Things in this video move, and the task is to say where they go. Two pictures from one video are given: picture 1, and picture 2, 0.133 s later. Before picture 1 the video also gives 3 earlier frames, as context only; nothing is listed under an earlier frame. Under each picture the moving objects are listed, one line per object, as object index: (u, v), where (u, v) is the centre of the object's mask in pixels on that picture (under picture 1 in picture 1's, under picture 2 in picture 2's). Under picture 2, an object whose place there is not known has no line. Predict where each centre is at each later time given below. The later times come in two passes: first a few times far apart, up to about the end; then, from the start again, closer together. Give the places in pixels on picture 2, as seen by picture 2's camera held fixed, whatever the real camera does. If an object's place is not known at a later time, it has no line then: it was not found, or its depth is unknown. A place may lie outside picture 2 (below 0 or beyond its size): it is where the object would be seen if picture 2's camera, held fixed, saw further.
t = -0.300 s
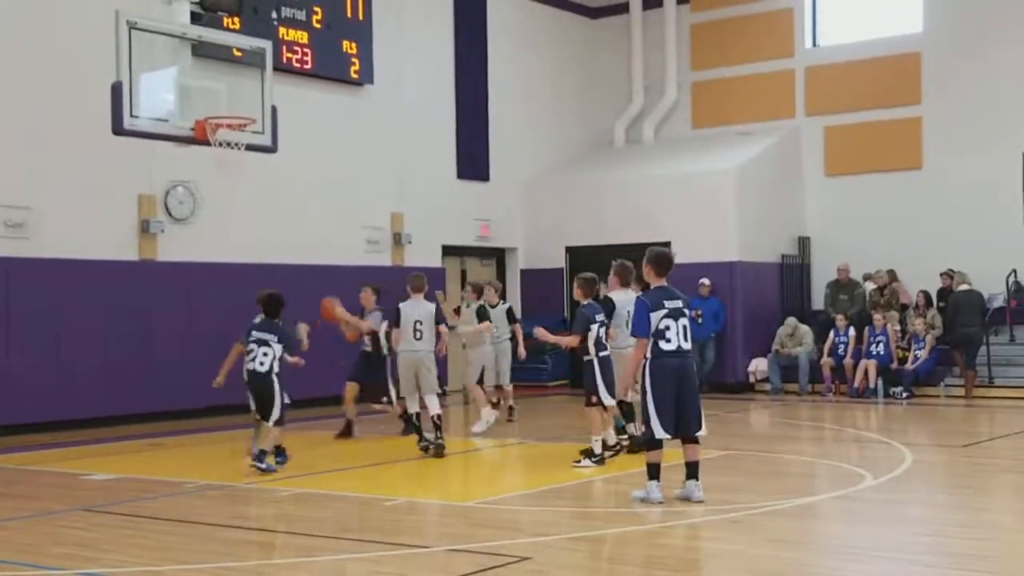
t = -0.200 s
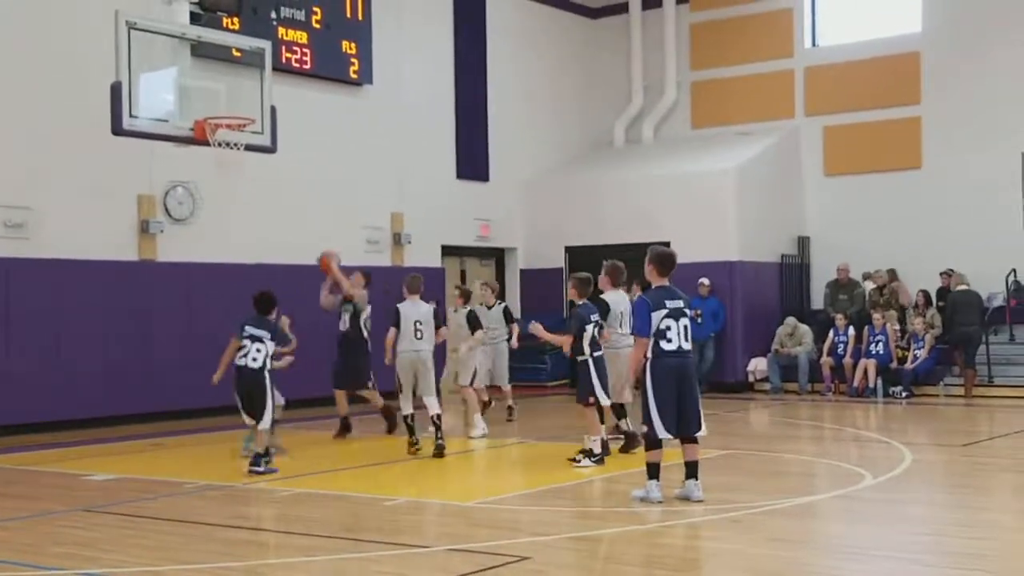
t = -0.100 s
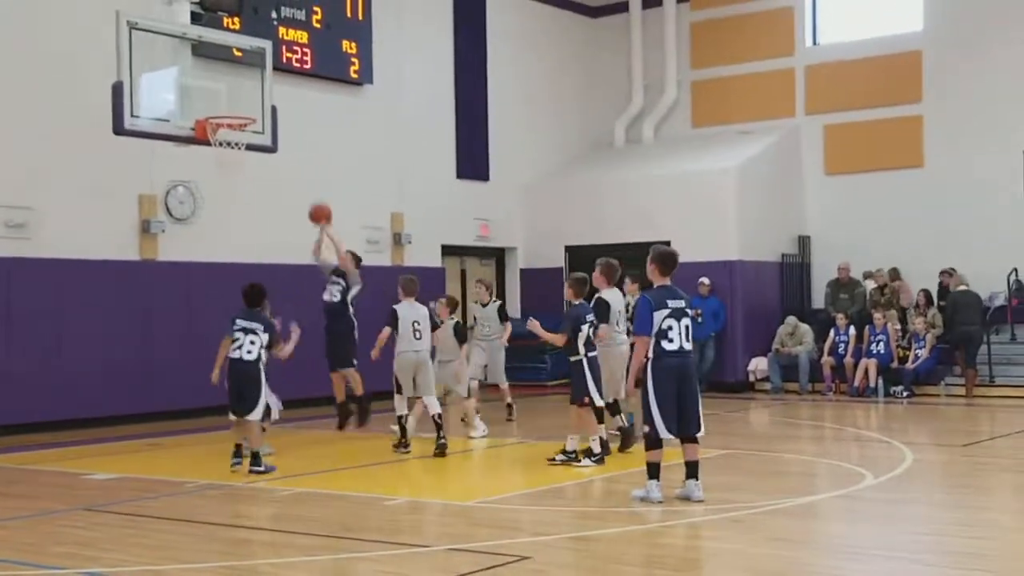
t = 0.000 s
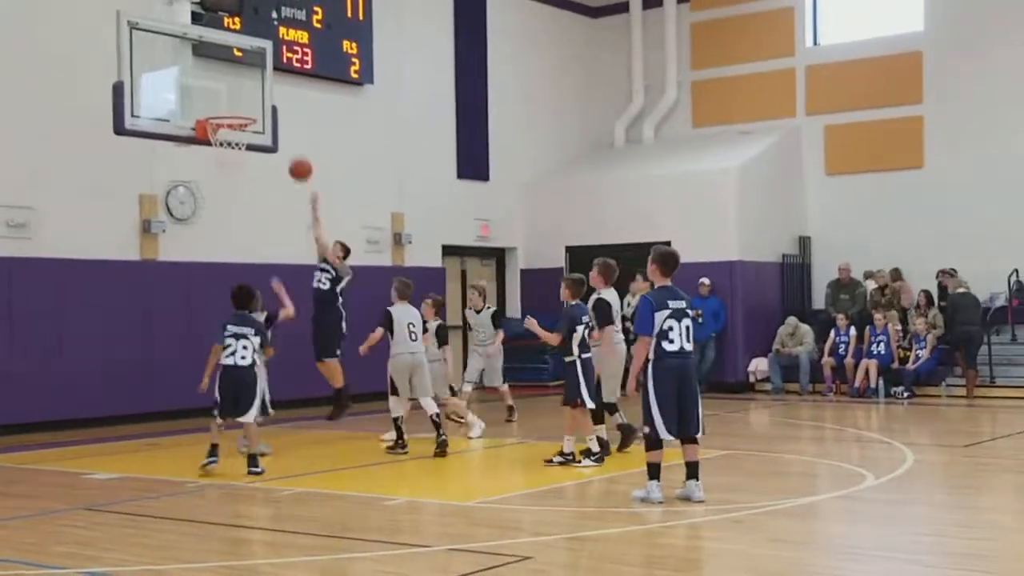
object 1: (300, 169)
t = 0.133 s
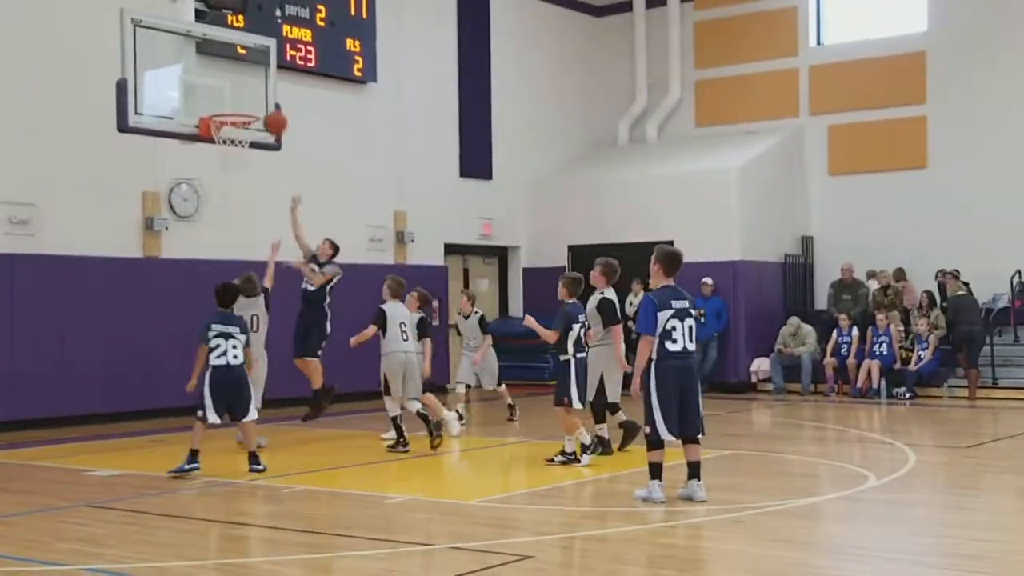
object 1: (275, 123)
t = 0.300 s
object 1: (244, 92)
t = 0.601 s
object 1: (234, 120)
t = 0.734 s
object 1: (231, 161)
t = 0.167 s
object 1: (269, 114)
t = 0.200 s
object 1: (261, 106)
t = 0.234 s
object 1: (253, 100)
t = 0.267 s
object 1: (246, 95)
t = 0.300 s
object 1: (244, 92)
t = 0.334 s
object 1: (243, 90)
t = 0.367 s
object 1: (242, 91)
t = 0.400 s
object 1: (241, 91)
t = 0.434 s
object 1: (239, 93)
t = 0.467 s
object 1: (239, 96)
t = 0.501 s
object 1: (237, 100)
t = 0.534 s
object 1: (236, 105)
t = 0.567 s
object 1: (235, 113)
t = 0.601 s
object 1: (234, 120)
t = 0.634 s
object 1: (233, 129)
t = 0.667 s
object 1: (232, 139)
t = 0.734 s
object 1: (231, 161)
